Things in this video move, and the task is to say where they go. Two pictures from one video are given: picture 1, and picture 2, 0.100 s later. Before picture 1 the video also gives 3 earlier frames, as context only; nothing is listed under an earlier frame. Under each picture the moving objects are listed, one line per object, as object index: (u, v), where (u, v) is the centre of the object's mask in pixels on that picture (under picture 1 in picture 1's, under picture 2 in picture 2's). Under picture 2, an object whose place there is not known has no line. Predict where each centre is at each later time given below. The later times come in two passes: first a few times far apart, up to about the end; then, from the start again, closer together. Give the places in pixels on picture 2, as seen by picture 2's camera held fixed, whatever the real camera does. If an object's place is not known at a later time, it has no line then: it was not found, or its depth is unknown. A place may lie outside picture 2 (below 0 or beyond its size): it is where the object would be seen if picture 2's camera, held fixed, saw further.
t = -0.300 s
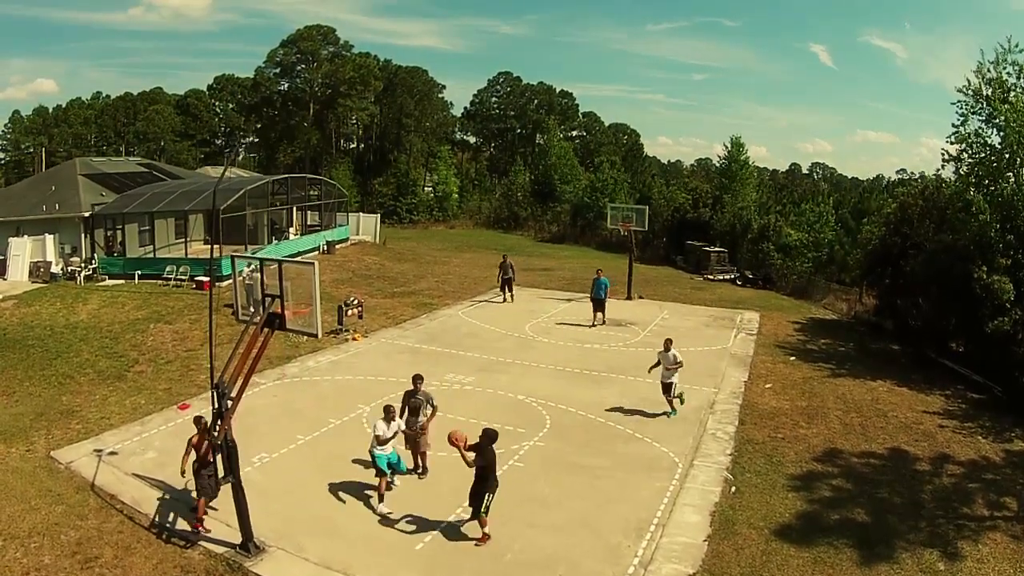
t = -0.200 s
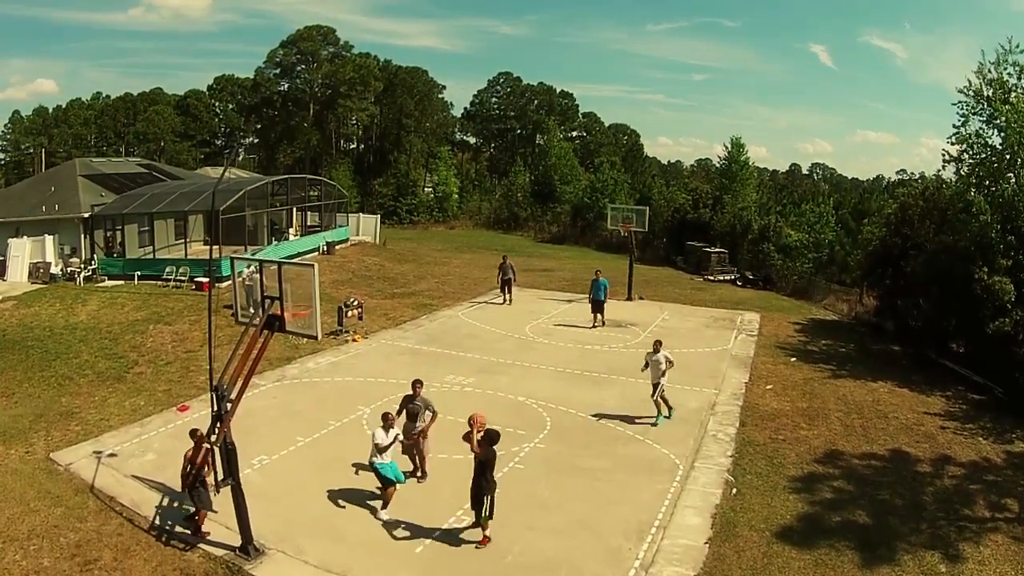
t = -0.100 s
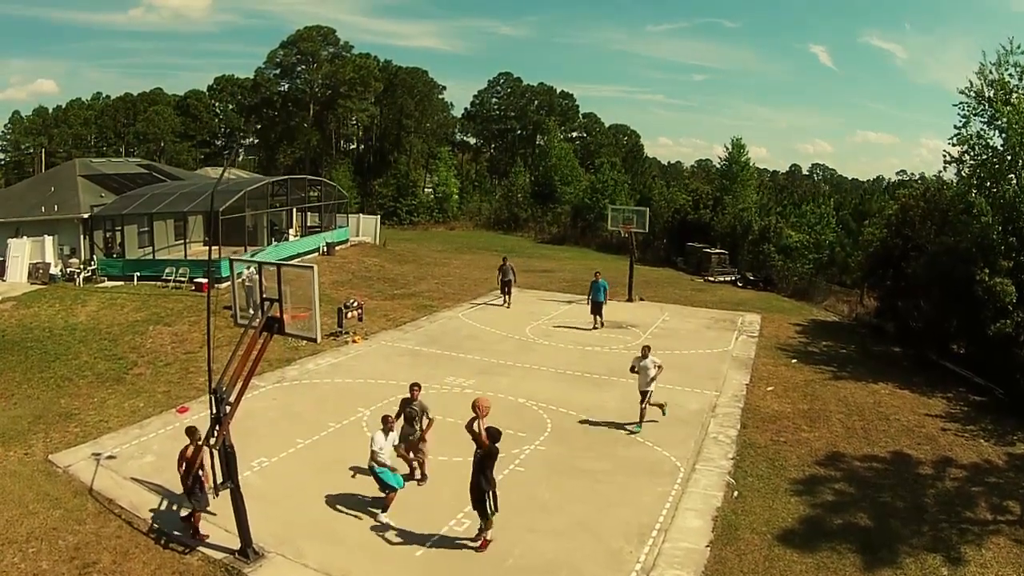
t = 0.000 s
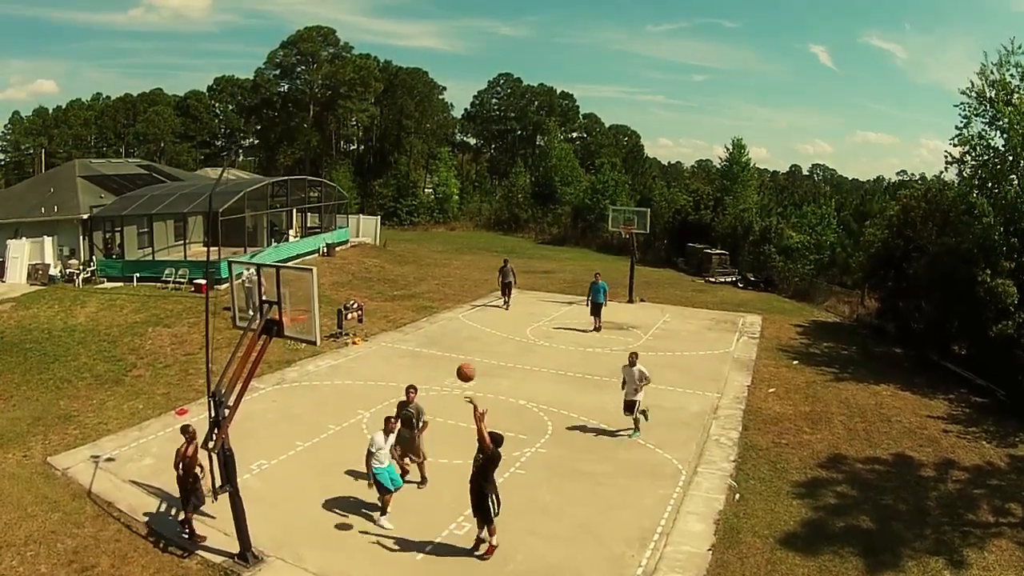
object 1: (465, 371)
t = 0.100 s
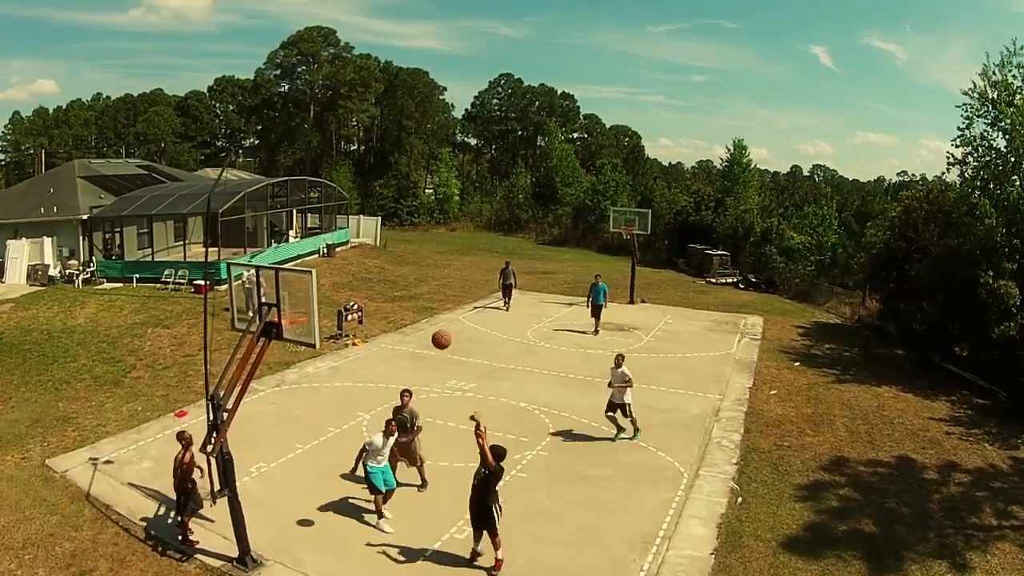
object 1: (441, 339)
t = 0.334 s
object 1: (382, 287)
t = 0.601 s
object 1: (321, 280)
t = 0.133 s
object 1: (432, 329)
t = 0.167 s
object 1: (424, 320)
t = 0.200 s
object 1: (416, 311)
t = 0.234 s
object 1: (408, 304)
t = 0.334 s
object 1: (382, 287)
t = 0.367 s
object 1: (374, 283)
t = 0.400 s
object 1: (366, 280)
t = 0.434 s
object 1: (357, 277)
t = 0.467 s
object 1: (350, 277)
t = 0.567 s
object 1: (326, 278)
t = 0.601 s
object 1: (321, 280)
